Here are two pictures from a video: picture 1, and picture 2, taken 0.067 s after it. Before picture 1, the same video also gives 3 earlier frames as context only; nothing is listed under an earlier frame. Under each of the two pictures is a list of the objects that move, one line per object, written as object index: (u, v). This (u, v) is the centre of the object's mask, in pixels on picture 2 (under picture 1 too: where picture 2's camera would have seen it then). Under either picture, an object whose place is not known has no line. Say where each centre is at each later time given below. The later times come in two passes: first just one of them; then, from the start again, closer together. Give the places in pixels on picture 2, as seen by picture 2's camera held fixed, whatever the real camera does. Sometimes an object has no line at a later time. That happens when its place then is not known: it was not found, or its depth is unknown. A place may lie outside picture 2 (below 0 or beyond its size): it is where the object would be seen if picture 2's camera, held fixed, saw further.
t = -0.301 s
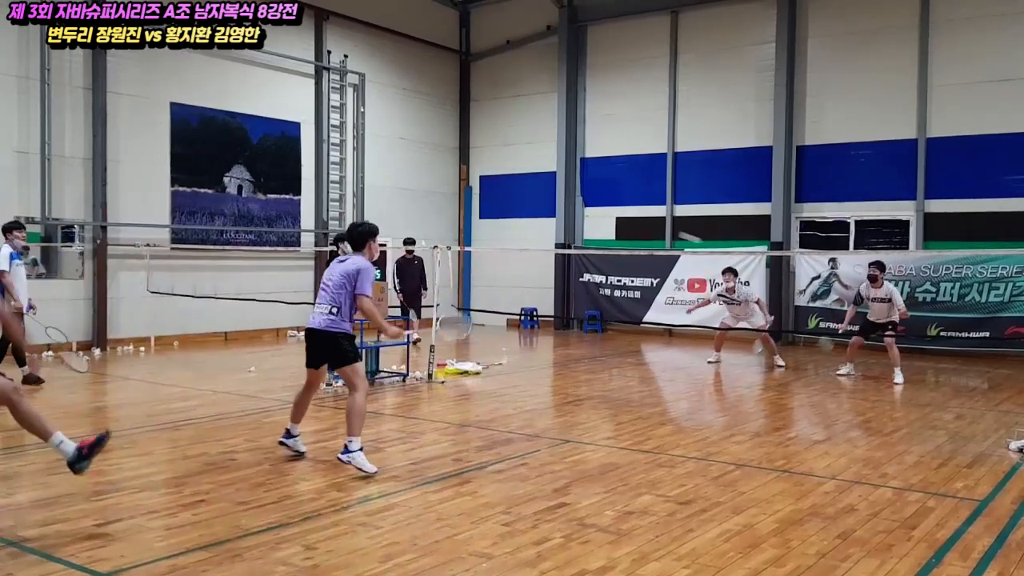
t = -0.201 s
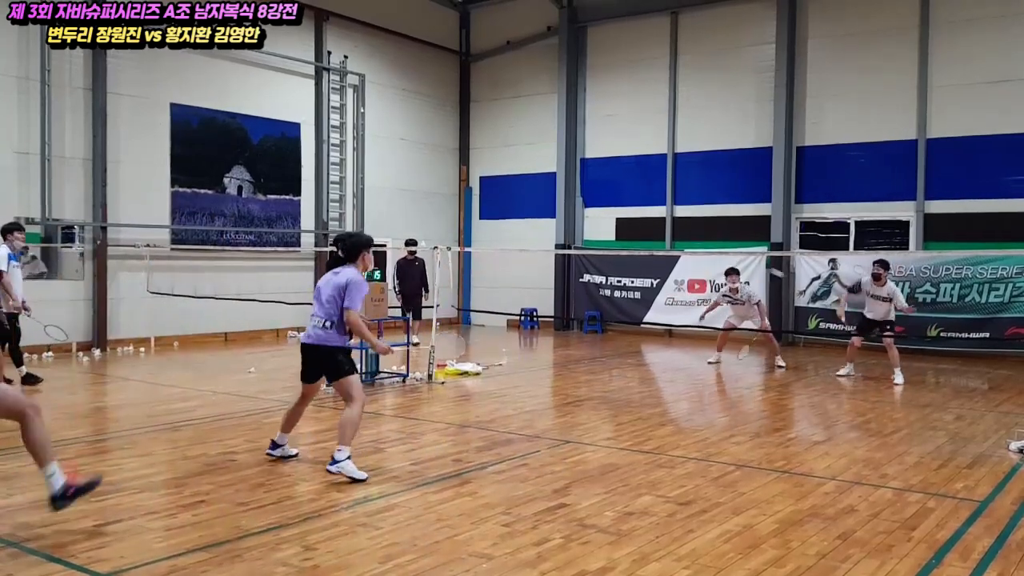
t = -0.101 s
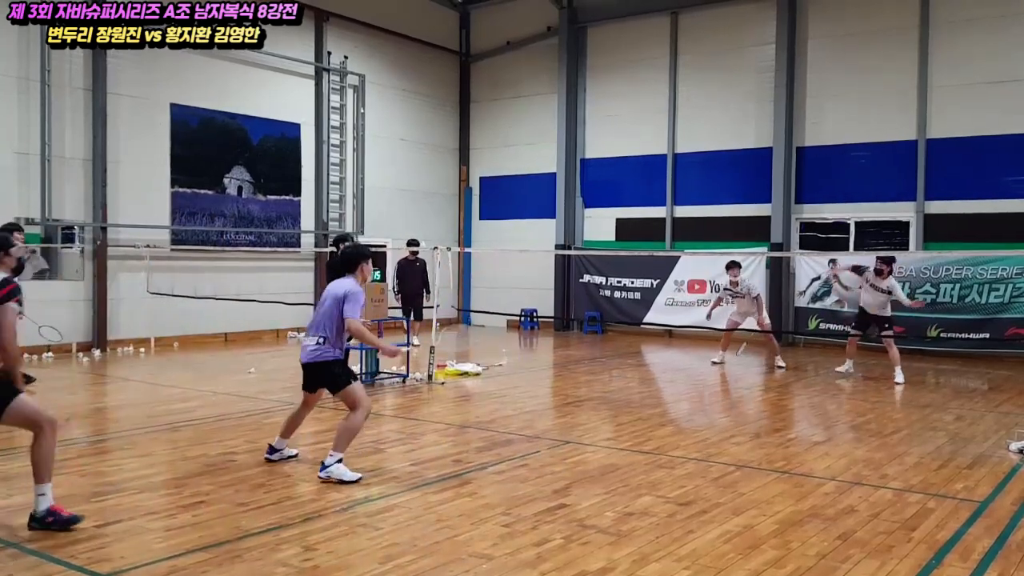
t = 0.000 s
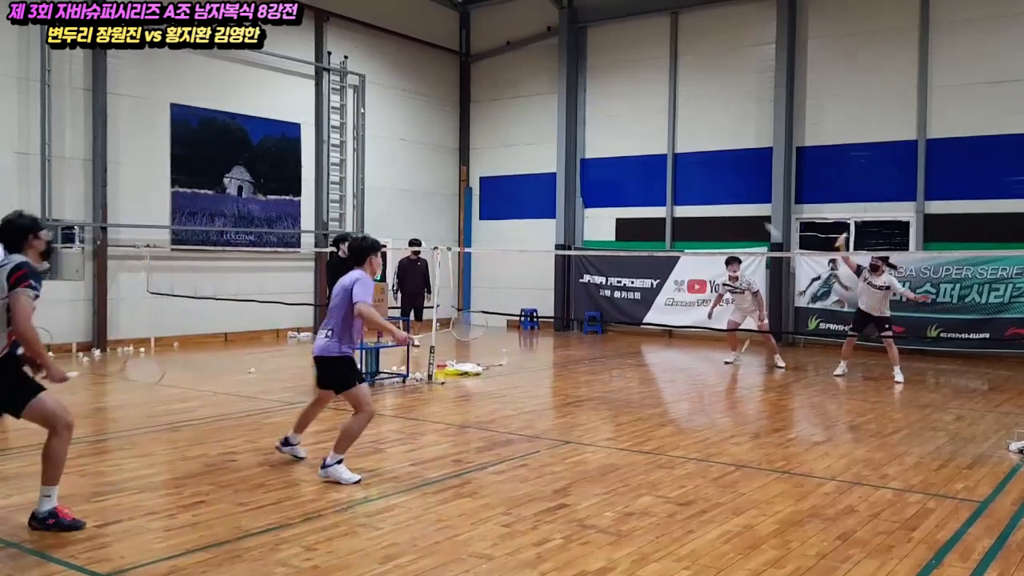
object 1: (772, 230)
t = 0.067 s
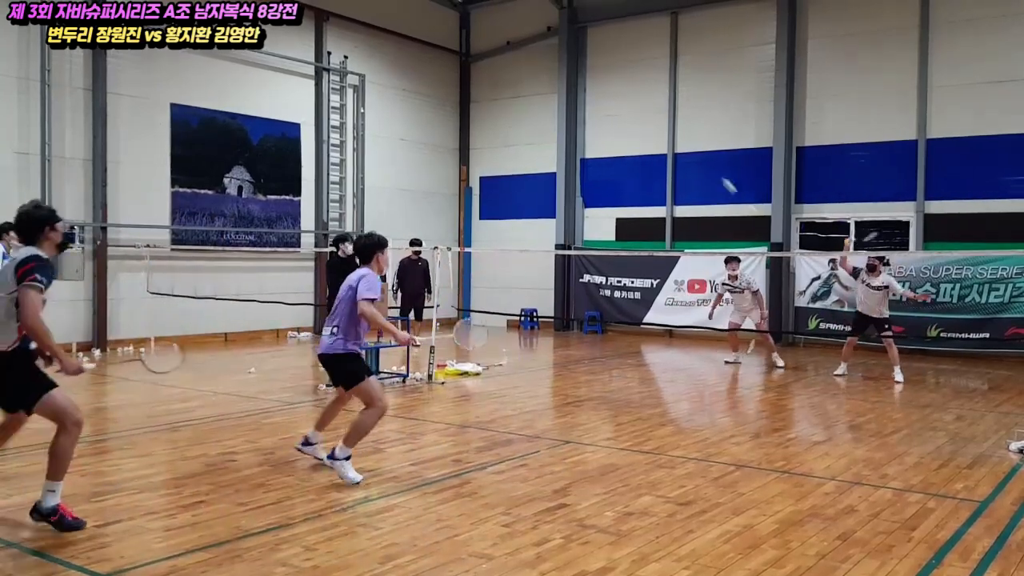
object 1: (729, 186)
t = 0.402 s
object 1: (540, 54)
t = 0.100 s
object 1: (709, 166)
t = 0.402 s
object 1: (540, 54)
